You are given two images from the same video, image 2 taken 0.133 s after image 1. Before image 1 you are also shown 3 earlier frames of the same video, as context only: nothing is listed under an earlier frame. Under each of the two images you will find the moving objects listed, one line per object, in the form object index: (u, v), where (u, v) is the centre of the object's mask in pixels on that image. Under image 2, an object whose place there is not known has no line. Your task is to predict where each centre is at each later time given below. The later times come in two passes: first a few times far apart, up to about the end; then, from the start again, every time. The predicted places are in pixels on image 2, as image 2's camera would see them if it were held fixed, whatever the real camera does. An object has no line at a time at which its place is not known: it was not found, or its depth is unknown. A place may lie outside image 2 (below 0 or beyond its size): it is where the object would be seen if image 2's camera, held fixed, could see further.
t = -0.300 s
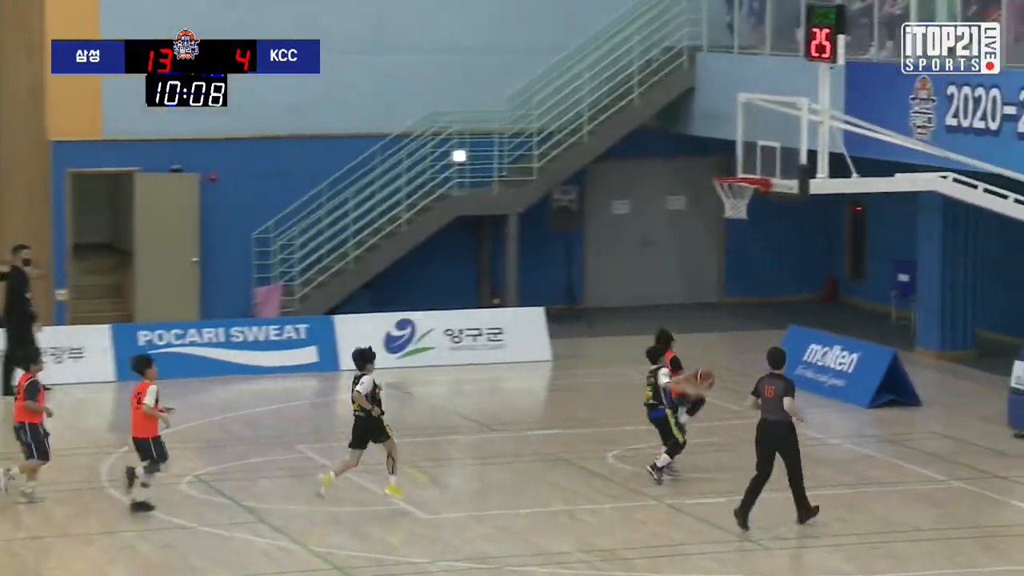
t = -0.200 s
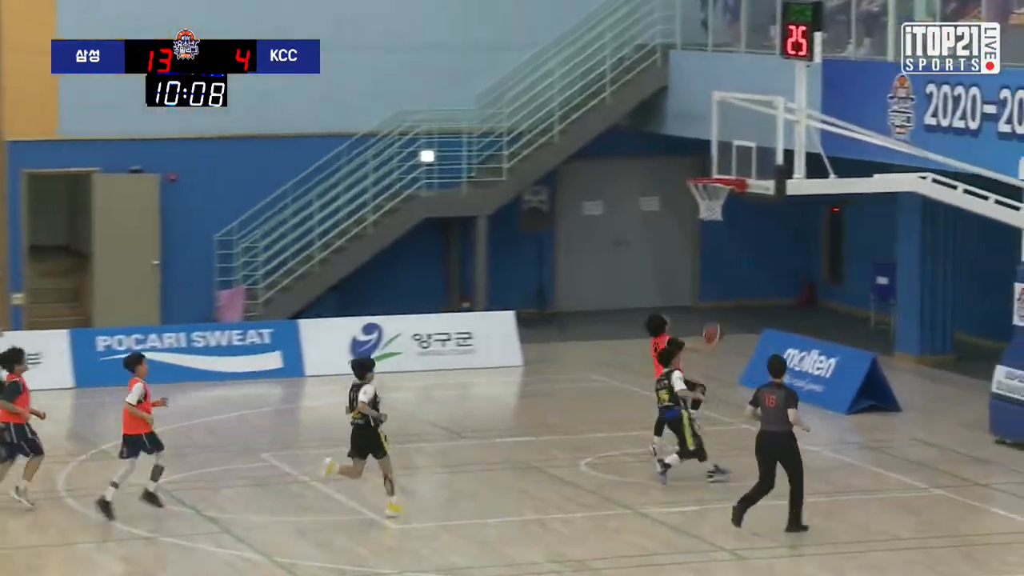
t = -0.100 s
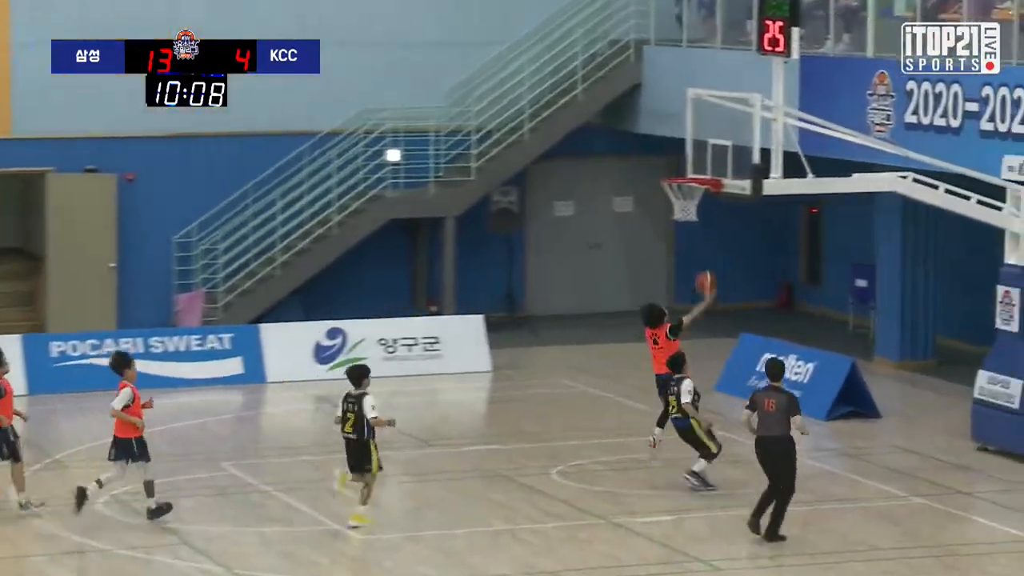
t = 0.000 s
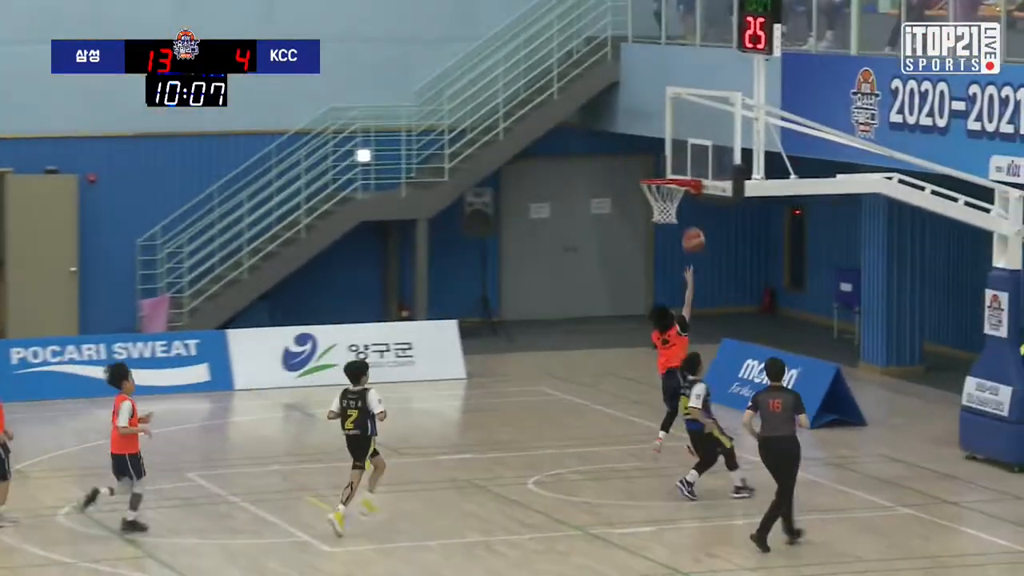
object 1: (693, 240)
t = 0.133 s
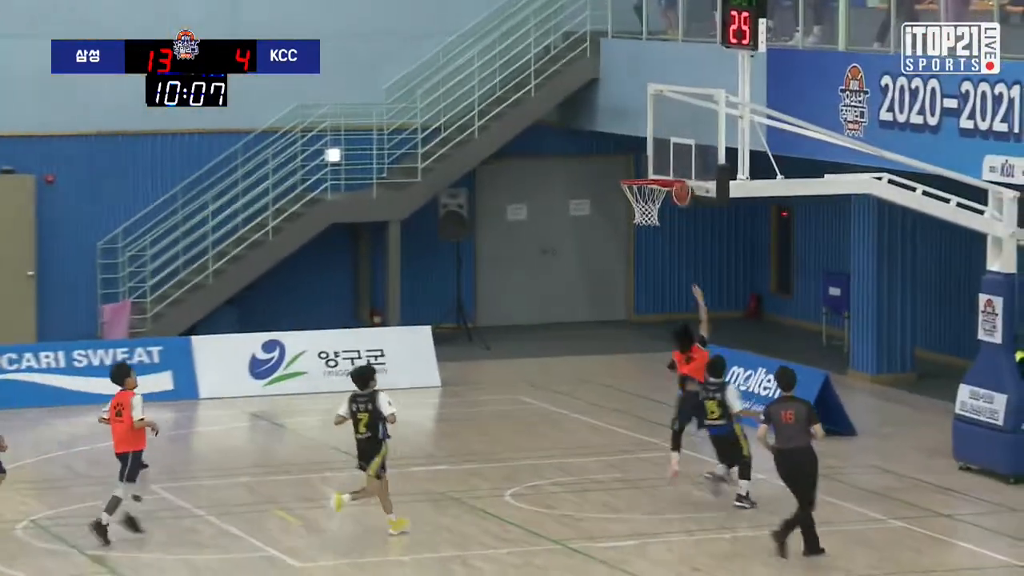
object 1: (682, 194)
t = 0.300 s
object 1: (676, 163)
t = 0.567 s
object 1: (651, 173)
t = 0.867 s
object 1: (636, 220)
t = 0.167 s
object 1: (684, 186)
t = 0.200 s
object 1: (685, 178)
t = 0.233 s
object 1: (682, 171)
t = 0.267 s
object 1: (679, 168)
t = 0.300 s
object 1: (676, 163)
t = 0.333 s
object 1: (672, 161)
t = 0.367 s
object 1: (669, 161)
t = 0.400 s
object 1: (666, 161)
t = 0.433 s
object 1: (664, 162)
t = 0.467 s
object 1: (659, 165)
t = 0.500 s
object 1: (656, 169)
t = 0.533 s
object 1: (653, 173)
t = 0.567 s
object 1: (651, 173)
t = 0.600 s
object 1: (649, 175)
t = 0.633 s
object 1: (647, 177)
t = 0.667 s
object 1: (644, 182)
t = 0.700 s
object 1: (643, 190)
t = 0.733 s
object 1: (641, 195)
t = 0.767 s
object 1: (637, 200)
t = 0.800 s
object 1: (637, 211)
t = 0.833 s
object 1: (637, 217)
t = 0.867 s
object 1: (636, 220)
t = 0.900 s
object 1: (636, 229)
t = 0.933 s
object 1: (635, 237)
